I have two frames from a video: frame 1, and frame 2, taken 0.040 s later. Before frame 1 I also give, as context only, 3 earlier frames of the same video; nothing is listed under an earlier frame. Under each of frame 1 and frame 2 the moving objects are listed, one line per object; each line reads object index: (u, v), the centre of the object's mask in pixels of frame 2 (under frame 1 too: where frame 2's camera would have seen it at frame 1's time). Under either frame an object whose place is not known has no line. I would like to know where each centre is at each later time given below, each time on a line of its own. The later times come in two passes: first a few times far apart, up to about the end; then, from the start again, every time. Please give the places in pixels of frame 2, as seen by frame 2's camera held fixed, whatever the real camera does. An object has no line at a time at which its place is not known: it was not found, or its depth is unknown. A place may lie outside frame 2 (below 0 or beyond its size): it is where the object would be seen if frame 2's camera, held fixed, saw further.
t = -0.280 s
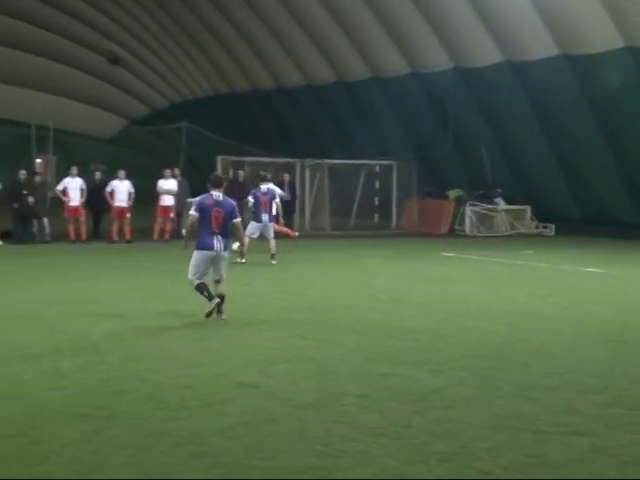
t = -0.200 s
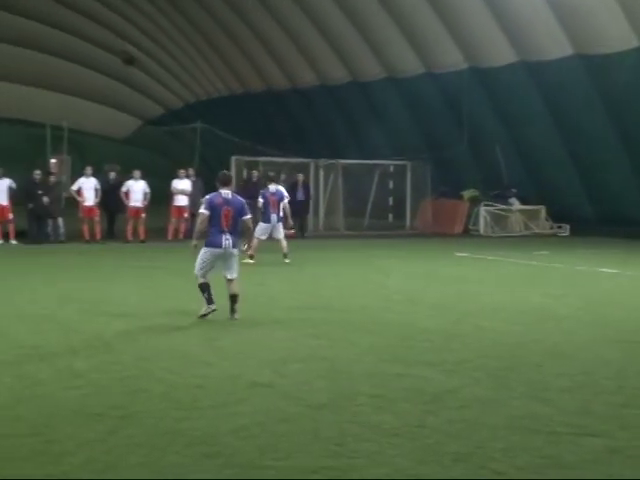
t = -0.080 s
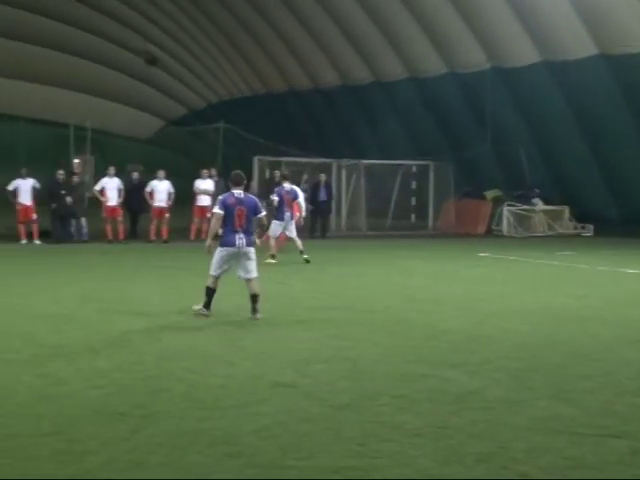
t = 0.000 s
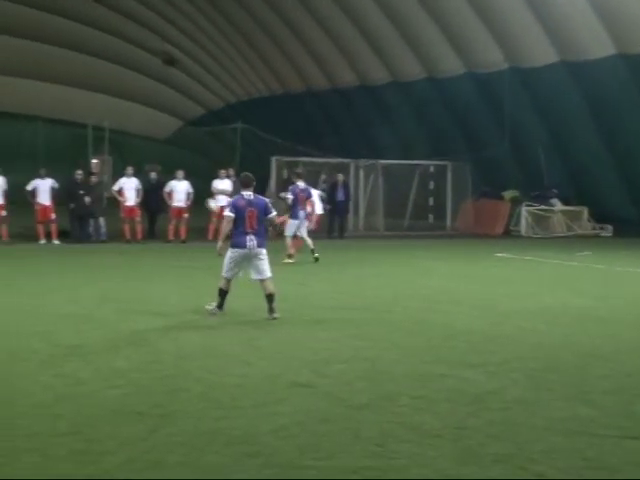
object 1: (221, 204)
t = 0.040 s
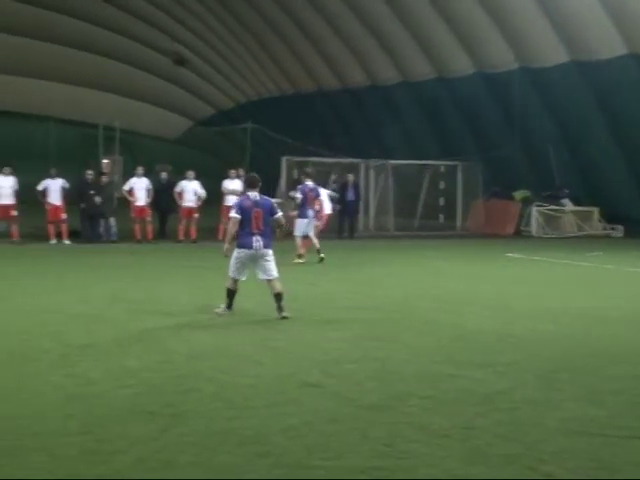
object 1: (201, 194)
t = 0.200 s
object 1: (95, 139)
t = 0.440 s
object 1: (-80, 65)
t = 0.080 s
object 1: (173, 177)
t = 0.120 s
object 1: (148, 165)
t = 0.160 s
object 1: (122, 151)
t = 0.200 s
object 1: (95, 139)
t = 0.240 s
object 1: (70, 125)
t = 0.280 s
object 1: (42, 113)
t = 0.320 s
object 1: (13, 100)
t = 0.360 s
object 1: (-18, 89)
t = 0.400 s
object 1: (-49, 77)
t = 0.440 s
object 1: (-80, 65)
